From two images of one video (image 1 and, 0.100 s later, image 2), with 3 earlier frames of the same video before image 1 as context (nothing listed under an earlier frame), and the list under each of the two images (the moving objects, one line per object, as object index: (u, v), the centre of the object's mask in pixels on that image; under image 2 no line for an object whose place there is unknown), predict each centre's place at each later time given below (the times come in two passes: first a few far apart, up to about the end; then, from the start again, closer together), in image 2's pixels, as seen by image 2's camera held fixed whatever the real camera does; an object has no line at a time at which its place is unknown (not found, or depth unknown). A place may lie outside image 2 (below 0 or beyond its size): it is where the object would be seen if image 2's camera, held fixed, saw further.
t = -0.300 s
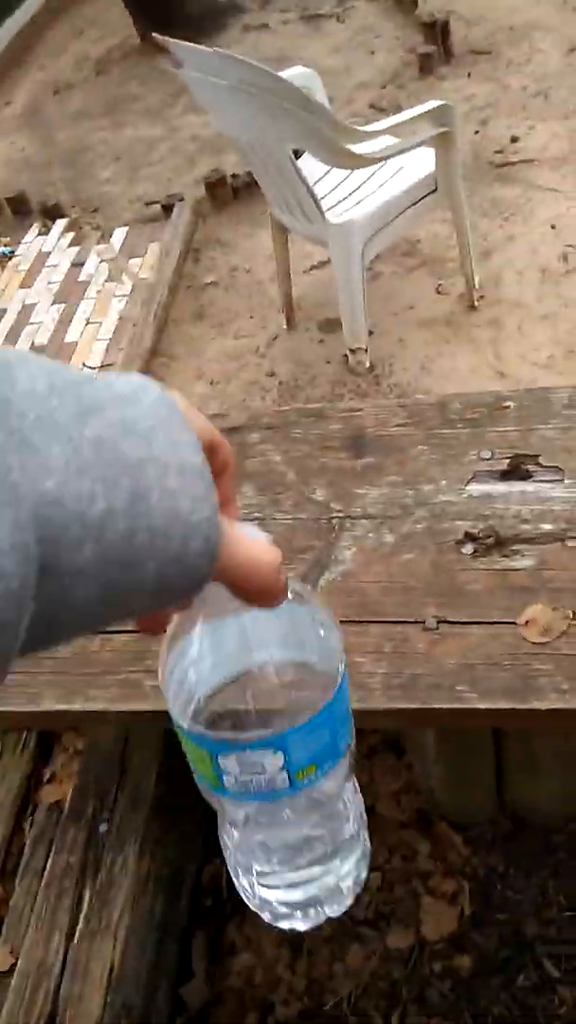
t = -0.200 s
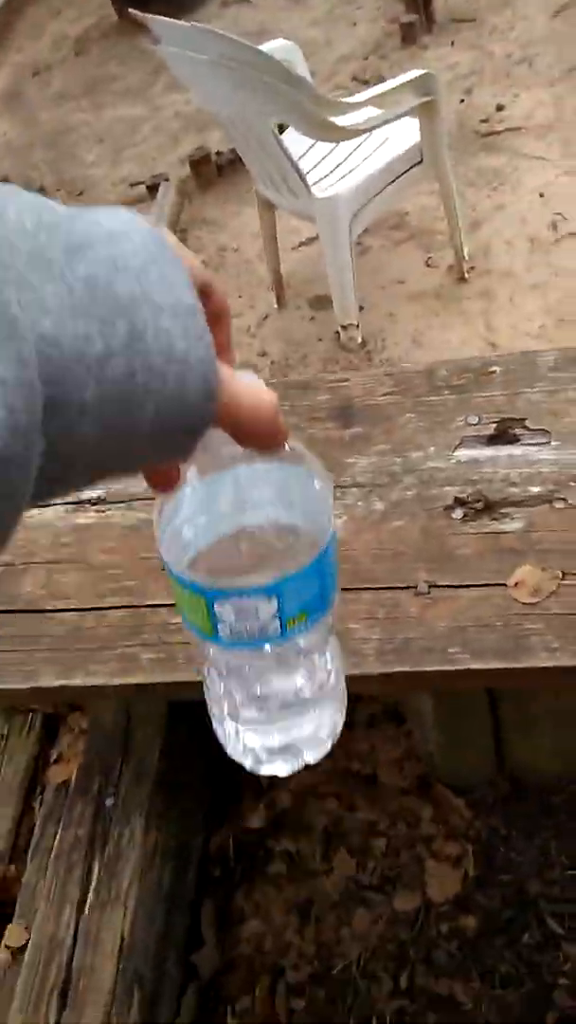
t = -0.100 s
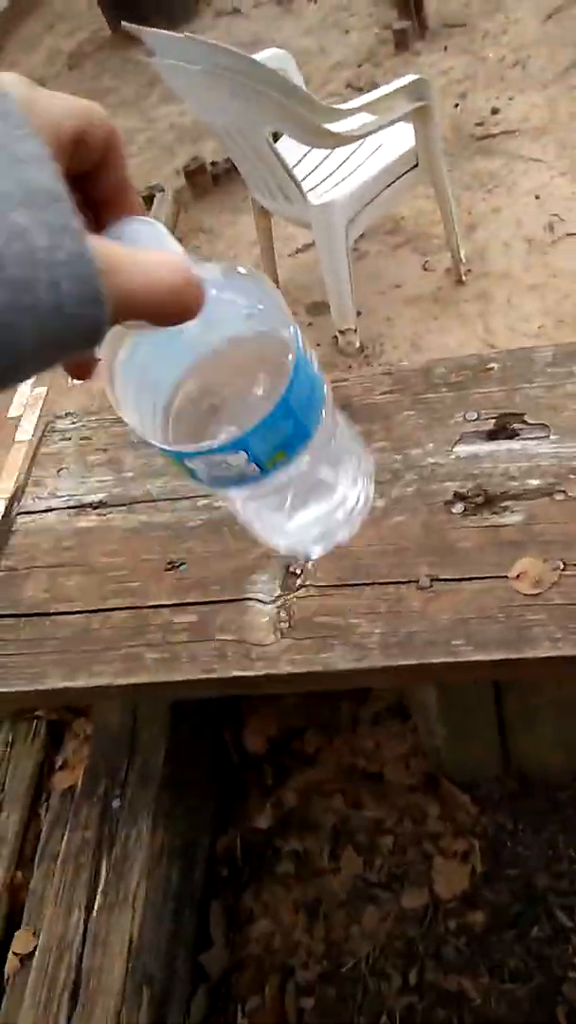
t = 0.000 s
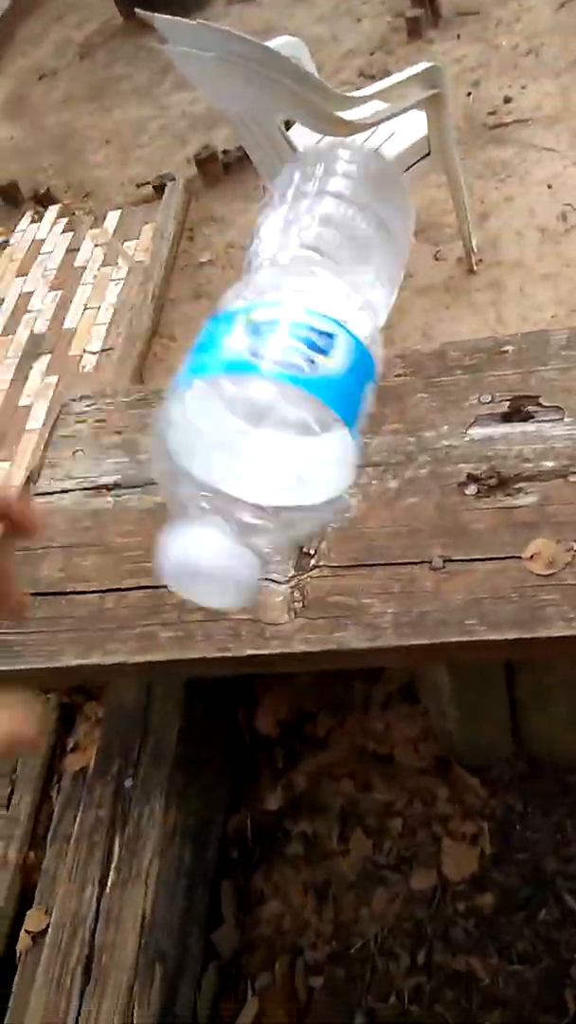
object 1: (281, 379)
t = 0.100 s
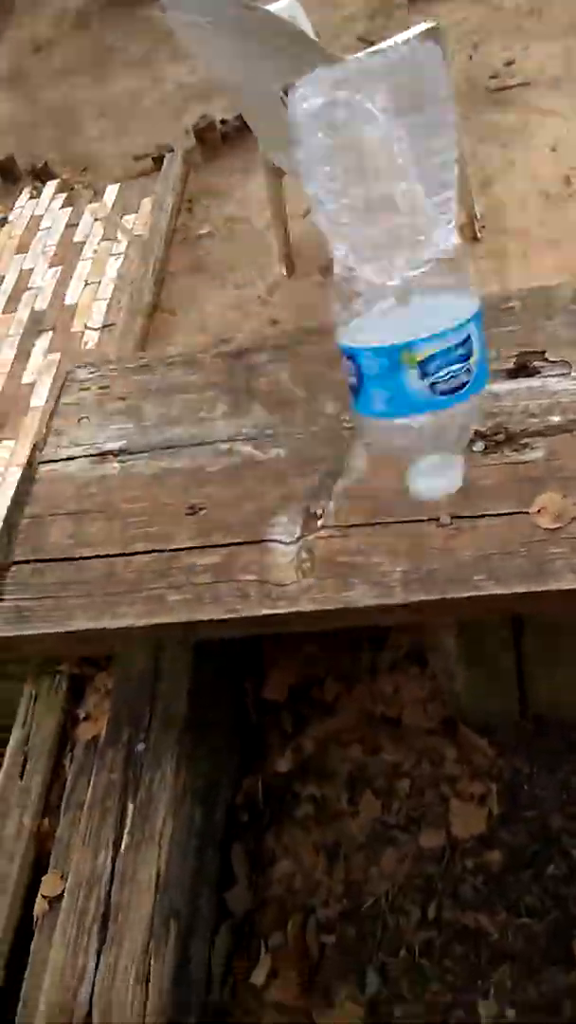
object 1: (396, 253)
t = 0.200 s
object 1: (459, 310)
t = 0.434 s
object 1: (478, 575)
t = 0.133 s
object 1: (419, 247)
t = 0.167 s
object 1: (439, 268)
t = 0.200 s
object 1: (459, 310)
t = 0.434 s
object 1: (478, 575)
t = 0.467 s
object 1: (475, 593)
